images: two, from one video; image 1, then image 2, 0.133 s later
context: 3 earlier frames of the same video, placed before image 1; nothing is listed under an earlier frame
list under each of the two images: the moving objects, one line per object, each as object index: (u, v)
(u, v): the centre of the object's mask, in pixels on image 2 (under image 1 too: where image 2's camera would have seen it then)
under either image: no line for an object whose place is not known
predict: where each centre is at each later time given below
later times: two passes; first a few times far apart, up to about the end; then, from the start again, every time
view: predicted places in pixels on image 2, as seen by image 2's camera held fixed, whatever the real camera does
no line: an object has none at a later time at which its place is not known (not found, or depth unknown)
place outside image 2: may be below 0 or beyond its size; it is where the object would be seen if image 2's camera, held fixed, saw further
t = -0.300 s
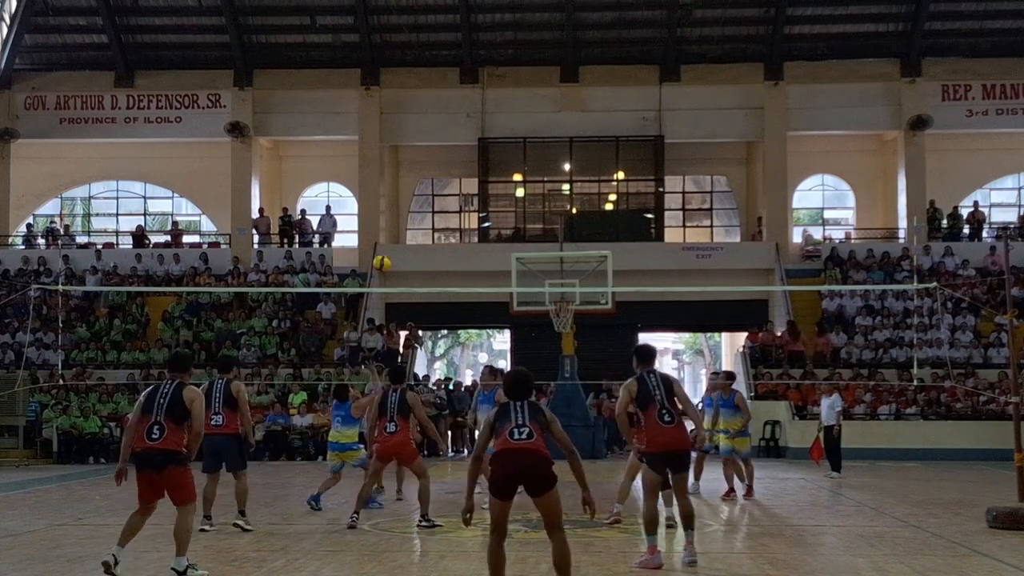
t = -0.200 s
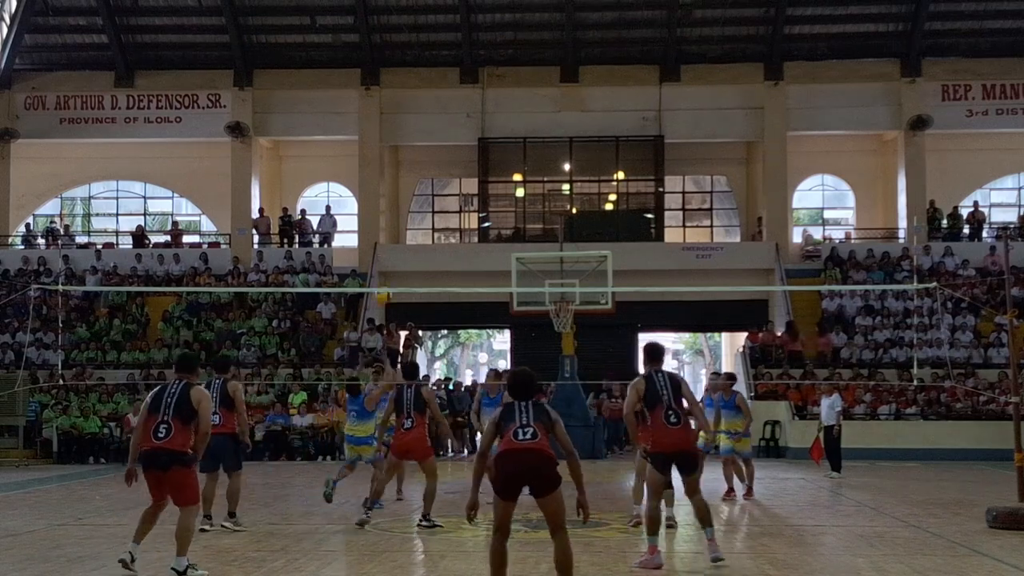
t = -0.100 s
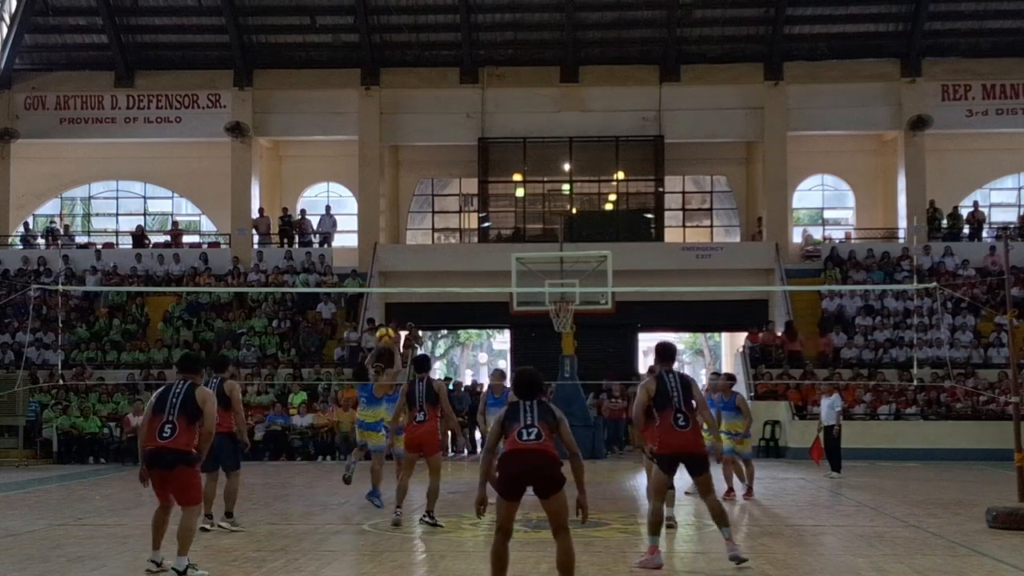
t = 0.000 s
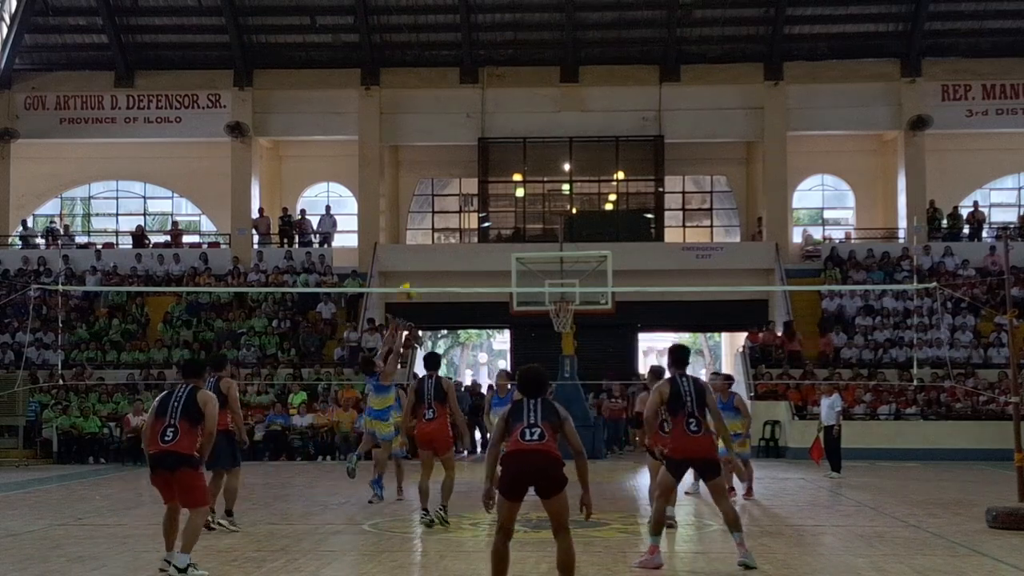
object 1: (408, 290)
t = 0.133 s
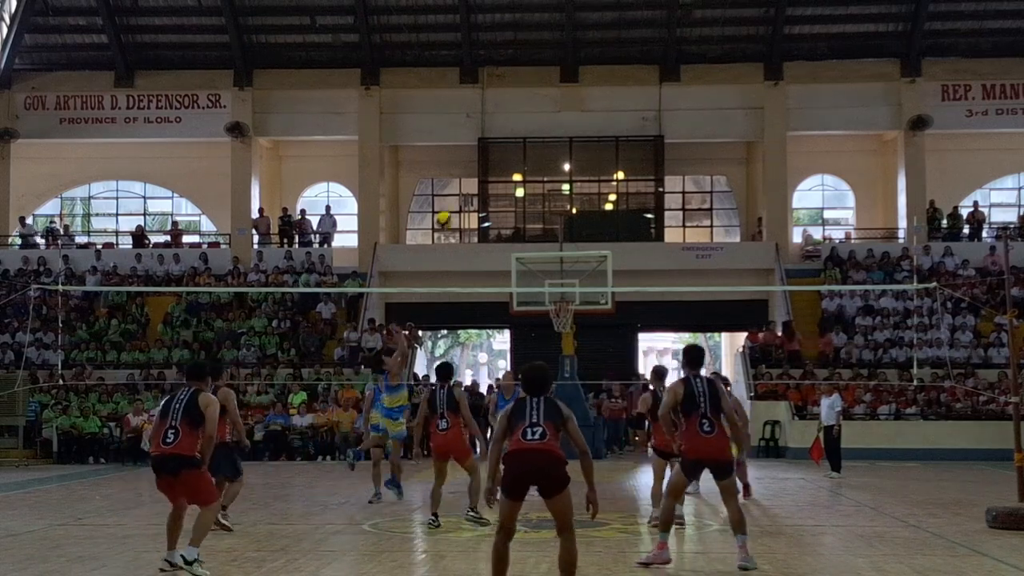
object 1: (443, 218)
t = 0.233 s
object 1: (471, 177)
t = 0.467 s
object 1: (533, 109)
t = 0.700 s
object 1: (594, 89)
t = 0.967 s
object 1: (663, 119)
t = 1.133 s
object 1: (707, 171)
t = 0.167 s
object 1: (453, 203)
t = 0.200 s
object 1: (462, 189)
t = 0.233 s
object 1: (471, 177)
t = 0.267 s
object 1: (480, 164)
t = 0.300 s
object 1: (488, 152)
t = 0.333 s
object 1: (497, 143)
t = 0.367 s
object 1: (506, 133)
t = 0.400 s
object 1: (515, 124)
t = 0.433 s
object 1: (524, 117)
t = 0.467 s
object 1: (533, 109)
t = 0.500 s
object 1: (542, 104)
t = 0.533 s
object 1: (550, 100)
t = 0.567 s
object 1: (559, 96)
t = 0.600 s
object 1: (568, 93)
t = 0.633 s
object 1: (577, 90)
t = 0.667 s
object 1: (585, 89)
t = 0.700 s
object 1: (594, 89)
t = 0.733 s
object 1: (603, 90)
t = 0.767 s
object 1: (611, 91)
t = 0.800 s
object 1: (620, 94)
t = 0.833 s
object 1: (629, 97)
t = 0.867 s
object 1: (637, 102)
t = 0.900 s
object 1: (645, 107)
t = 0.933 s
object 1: (654, 113)
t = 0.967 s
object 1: (663, 119)
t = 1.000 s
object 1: (672, 128)
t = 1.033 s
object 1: (681, 137)
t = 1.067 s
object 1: (689, 148)
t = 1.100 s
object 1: (698, 159)
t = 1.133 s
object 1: (707, 171)
